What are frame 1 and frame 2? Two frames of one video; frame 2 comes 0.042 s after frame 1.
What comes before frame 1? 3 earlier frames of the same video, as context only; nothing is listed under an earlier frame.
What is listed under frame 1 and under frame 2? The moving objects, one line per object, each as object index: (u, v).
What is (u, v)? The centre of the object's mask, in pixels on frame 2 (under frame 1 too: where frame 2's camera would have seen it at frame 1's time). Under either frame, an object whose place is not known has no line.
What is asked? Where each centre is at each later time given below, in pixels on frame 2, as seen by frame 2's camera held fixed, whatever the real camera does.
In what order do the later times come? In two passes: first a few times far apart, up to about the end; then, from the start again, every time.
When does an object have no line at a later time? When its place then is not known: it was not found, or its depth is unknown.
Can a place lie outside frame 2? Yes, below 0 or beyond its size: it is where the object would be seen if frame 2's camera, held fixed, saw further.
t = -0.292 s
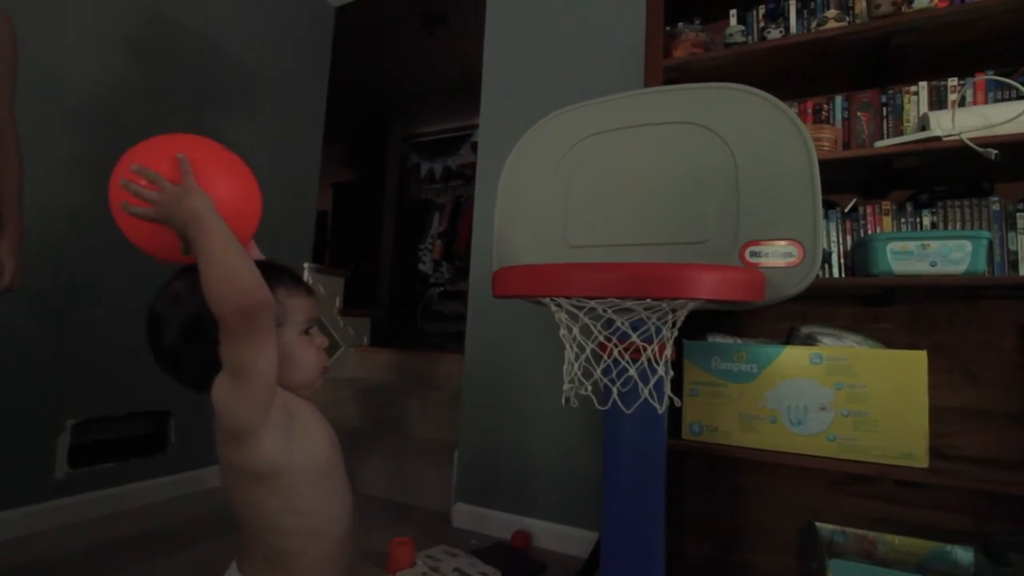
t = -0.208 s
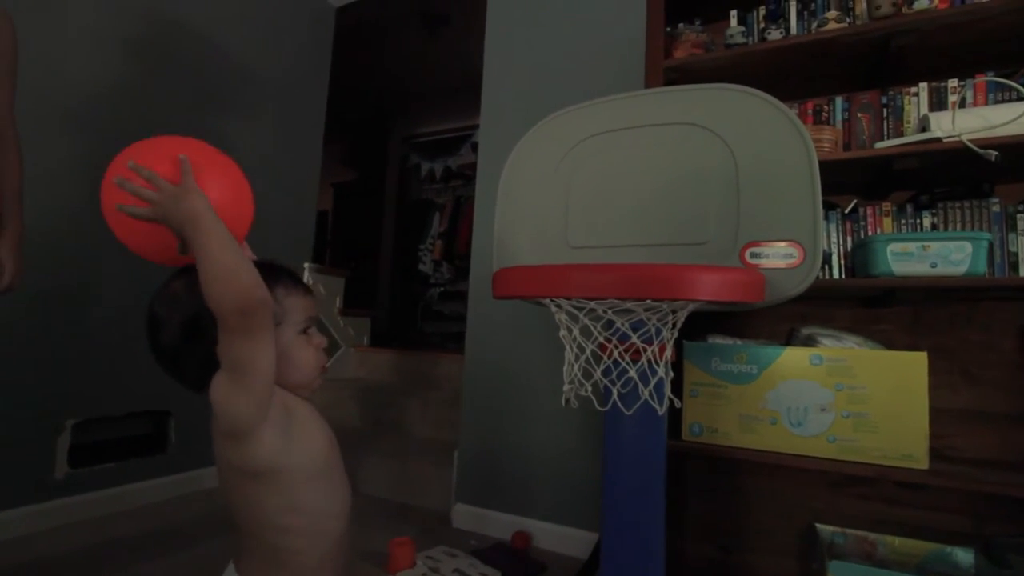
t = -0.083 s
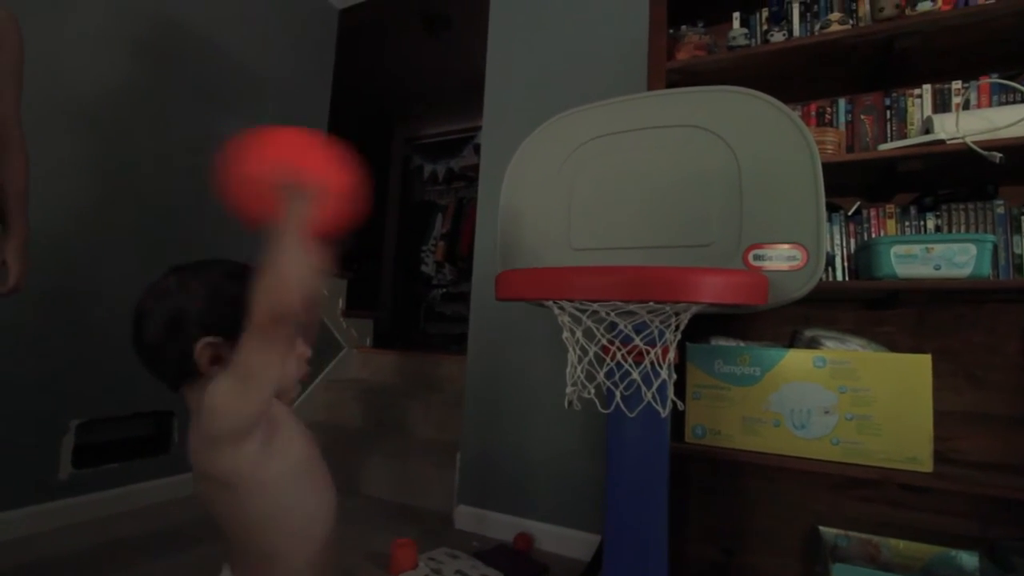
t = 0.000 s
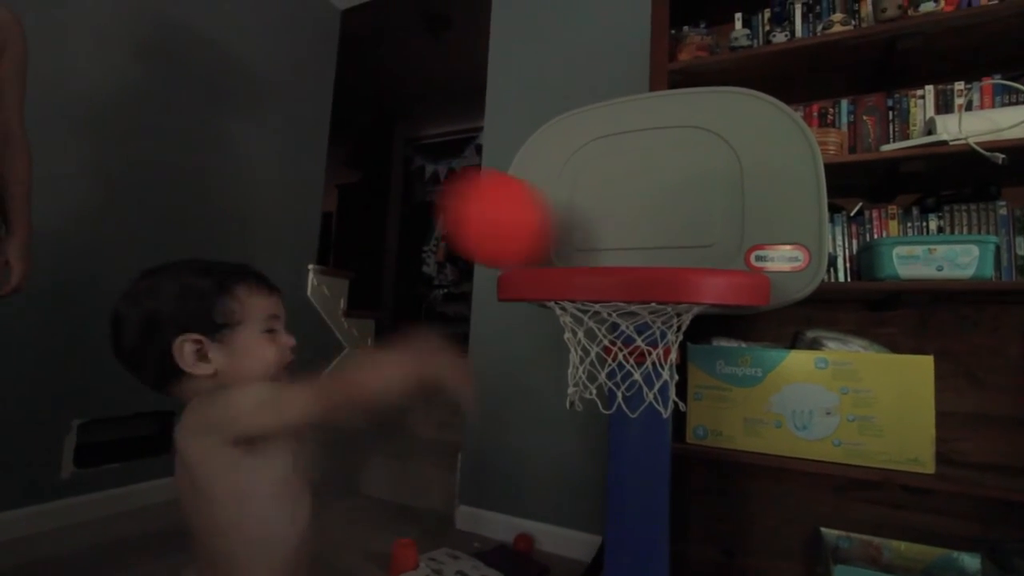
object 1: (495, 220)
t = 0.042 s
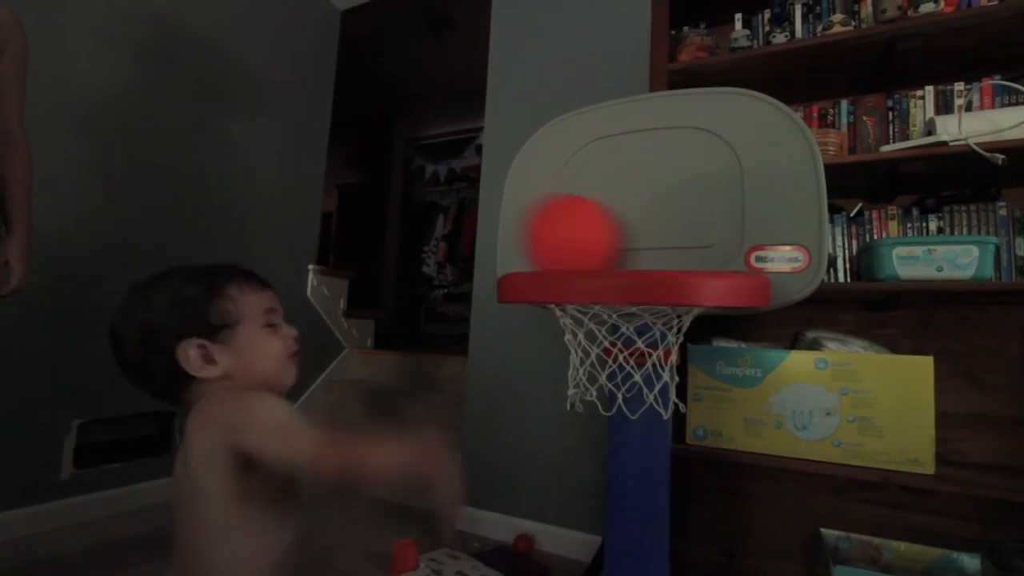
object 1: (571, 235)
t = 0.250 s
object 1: (712, 202)
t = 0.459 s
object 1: (861, 334)
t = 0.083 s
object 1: (603, 224)
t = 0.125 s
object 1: (636, 216)
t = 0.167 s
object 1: (676, 215)
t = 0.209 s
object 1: (702, 216)
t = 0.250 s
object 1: (712, 202)
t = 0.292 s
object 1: (723, 201)
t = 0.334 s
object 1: (738, 210)
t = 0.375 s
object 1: (773, 225)
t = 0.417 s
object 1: (812, 263)
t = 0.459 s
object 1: (861, 334)
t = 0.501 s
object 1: (913, 439)
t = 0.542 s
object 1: (932, 534)
